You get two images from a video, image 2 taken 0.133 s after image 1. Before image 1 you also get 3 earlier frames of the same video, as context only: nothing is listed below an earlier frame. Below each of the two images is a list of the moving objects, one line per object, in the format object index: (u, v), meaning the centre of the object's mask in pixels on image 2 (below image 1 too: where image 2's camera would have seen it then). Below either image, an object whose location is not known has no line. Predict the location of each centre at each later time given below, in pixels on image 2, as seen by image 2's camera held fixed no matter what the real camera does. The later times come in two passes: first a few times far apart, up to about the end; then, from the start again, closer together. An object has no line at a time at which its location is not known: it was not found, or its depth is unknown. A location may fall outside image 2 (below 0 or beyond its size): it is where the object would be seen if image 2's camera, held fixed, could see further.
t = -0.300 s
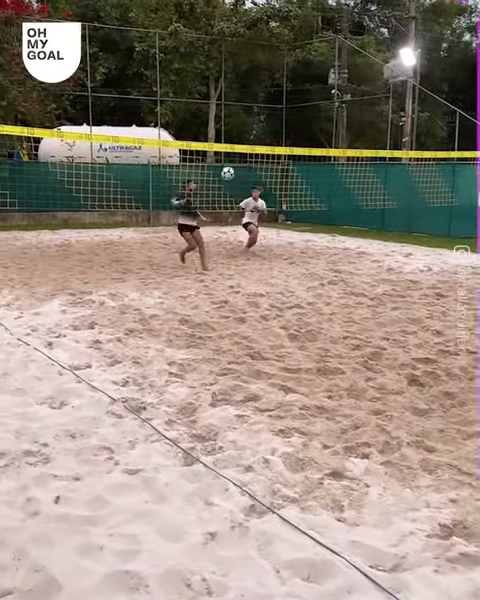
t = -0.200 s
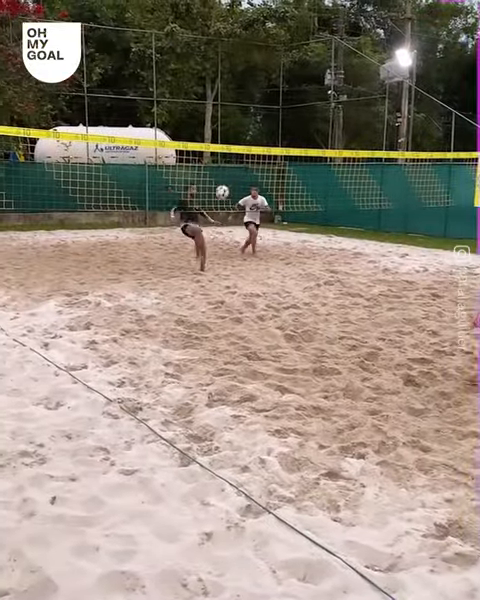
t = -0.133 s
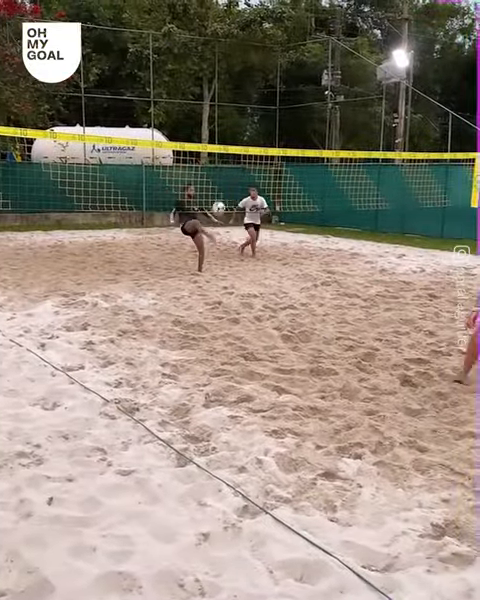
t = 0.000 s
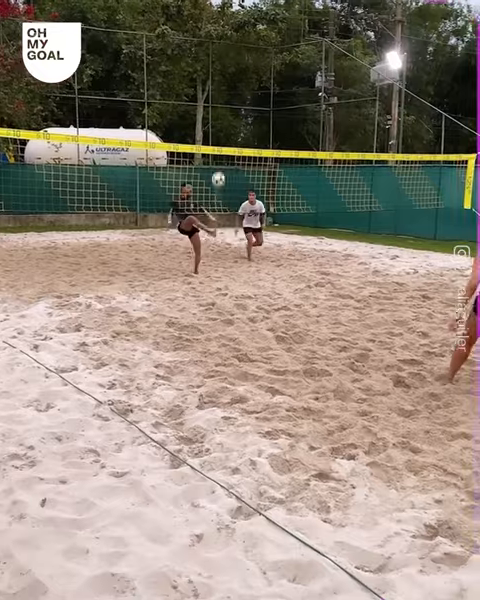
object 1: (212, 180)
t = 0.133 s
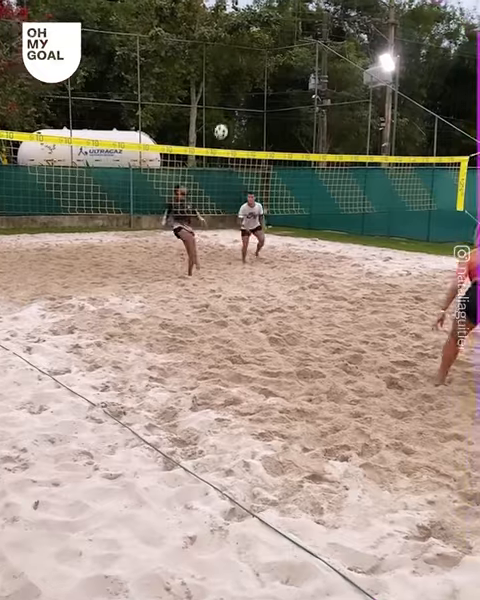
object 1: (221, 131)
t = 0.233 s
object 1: (227, 101)
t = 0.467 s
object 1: (241, 56)
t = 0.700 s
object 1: (255, 45)
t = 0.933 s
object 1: (266, 67)
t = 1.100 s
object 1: (274, 100)
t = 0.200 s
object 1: (225, 111)
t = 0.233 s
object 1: (227, 101)
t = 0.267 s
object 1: (229, 93)
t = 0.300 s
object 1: (231, 85)
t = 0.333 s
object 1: (233, 78)
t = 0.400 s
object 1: (237, 66)
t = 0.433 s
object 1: (239, 61)
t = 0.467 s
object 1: (241, 56)
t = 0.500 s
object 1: (243, 53)
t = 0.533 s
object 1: (245, 50)
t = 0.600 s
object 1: (249, 46)
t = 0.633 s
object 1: (251, 45)
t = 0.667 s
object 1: (253, 45)
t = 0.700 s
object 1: (255, 45)
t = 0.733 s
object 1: (256, 47)
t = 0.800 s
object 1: (260, 51)
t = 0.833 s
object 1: (262, 54)
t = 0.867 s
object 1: (263, 58)
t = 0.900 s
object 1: (265, 62)
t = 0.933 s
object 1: (266, 67)
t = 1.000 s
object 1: (270, 78)
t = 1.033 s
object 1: (271, 85)
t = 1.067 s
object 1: (272, 92)
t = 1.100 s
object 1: (274, 100)
